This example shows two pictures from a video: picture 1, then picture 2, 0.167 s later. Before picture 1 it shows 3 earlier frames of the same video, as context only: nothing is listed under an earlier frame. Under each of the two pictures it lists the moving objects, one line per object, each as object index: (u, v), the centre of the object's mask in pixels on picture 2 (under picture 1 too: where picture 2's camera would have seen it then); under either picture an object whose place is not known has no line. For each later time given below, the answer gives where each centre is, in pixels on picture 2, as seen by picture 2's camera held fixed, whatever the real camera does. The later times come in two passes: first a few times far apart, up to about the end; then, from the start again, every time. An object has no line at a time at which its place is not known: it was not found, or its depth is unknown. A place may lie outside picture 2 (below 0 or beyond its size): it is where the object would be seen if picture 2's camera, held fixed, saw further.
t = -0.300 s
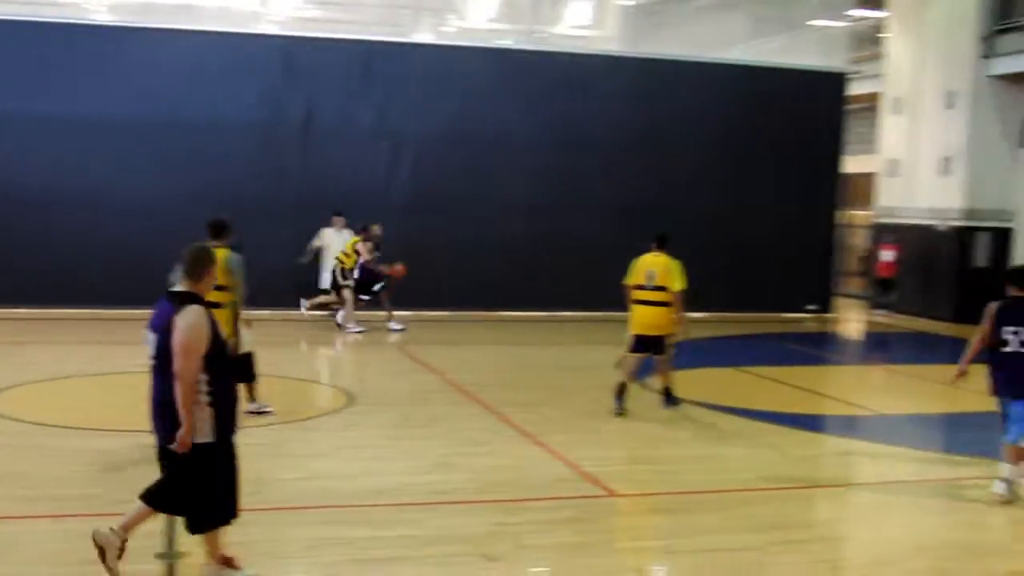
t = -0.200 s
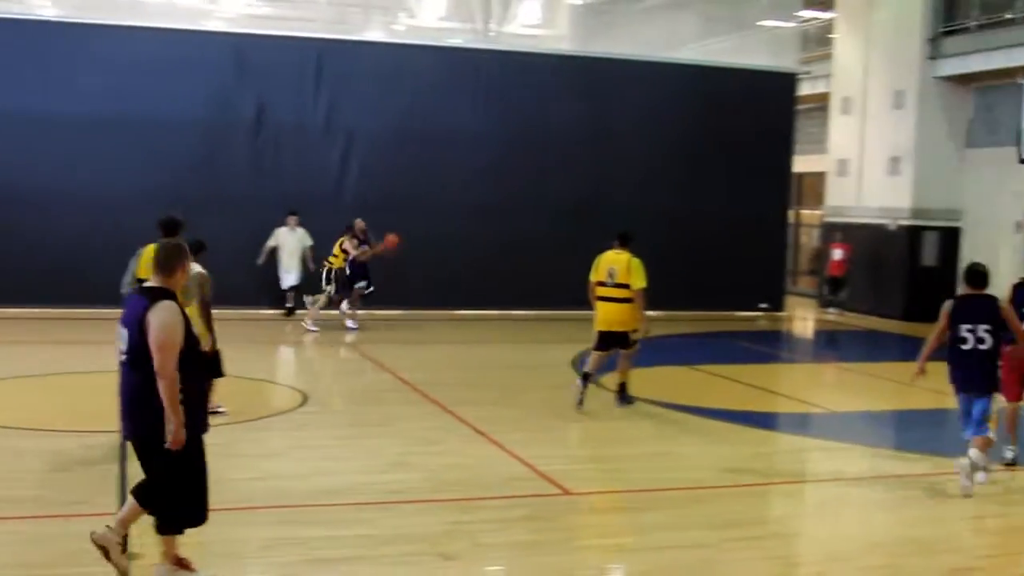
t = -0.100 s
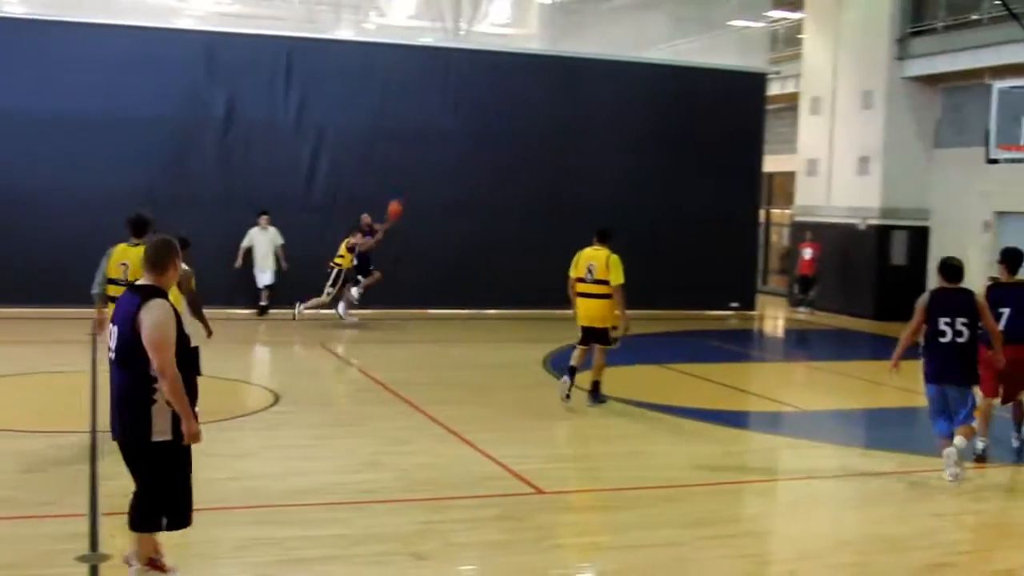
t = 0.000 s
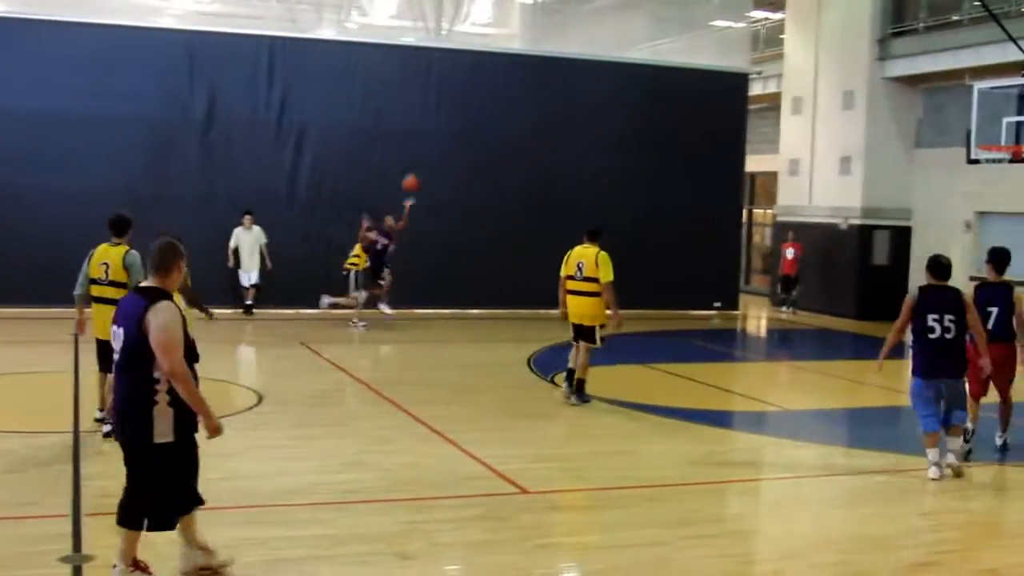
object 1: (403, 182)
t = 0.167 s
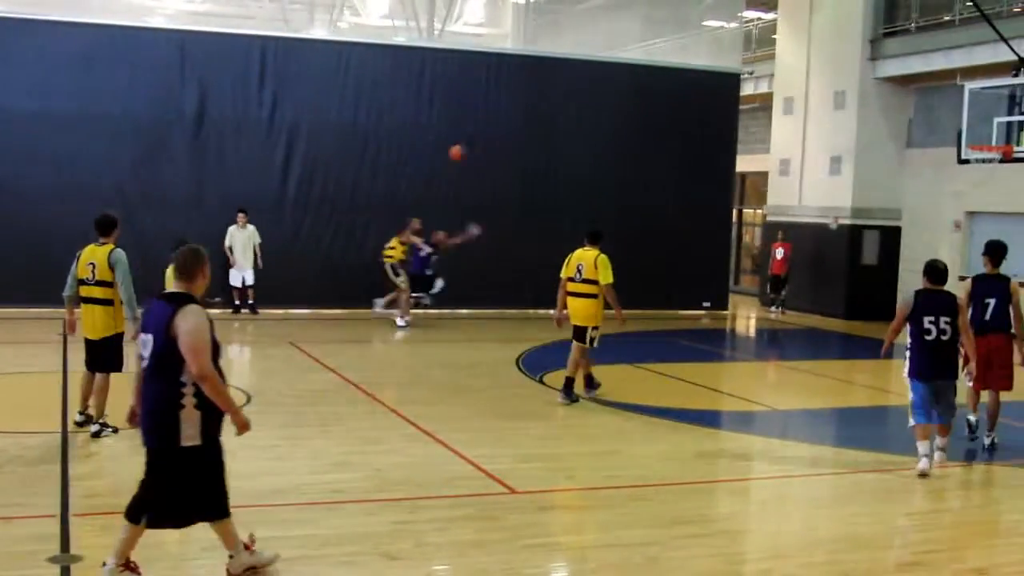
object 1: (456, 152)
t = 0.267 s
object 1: (491, 143)
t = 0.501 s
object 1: (574, 149)
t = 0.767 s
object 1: (671, 204)
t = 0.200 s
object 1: (468, 148)
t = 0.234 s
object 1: (480, 145)
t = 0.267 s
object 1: (491, 143)
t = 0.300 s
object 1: (502, 141)
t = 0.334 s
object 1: (514, 141)
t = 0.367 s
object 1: (527, 142)
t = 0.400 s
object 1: (538, 143)
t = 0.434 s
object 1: (550, 144)
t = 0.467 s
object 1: (561, 145)
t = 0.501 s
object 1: (574, 149)
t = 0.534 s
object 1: (586, 153)
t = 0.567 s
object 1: (598, 158)
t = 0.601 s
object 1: (610, 164)
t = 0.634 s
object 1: (622, 170)
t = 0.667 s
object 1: (634, 177)
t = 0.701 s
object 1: (646, 185)
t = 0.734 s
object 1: (659, 194)
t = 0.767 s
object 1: (671, 204)
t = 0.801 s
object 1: (683, 215)
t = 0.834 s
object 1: (695, 227)
